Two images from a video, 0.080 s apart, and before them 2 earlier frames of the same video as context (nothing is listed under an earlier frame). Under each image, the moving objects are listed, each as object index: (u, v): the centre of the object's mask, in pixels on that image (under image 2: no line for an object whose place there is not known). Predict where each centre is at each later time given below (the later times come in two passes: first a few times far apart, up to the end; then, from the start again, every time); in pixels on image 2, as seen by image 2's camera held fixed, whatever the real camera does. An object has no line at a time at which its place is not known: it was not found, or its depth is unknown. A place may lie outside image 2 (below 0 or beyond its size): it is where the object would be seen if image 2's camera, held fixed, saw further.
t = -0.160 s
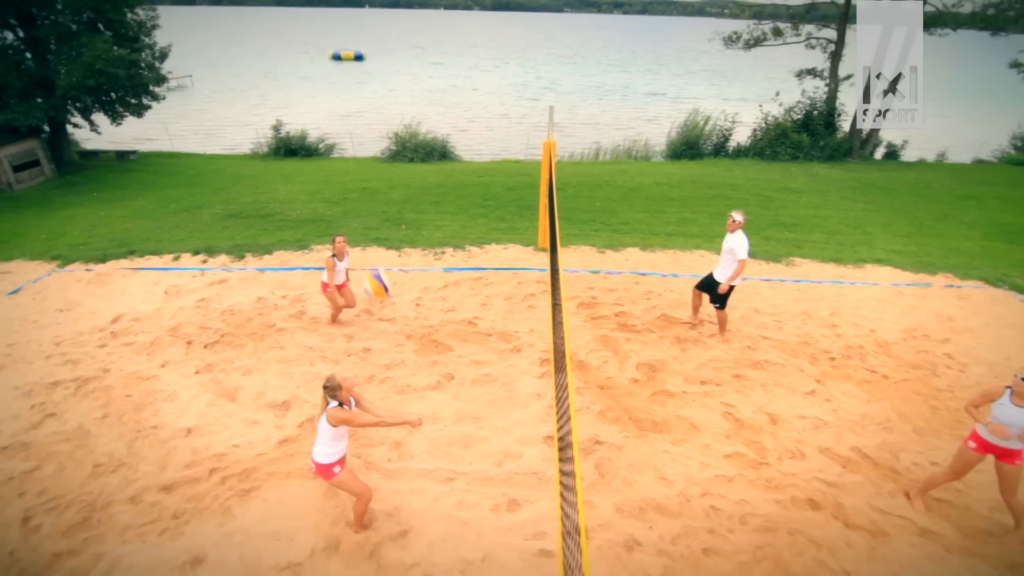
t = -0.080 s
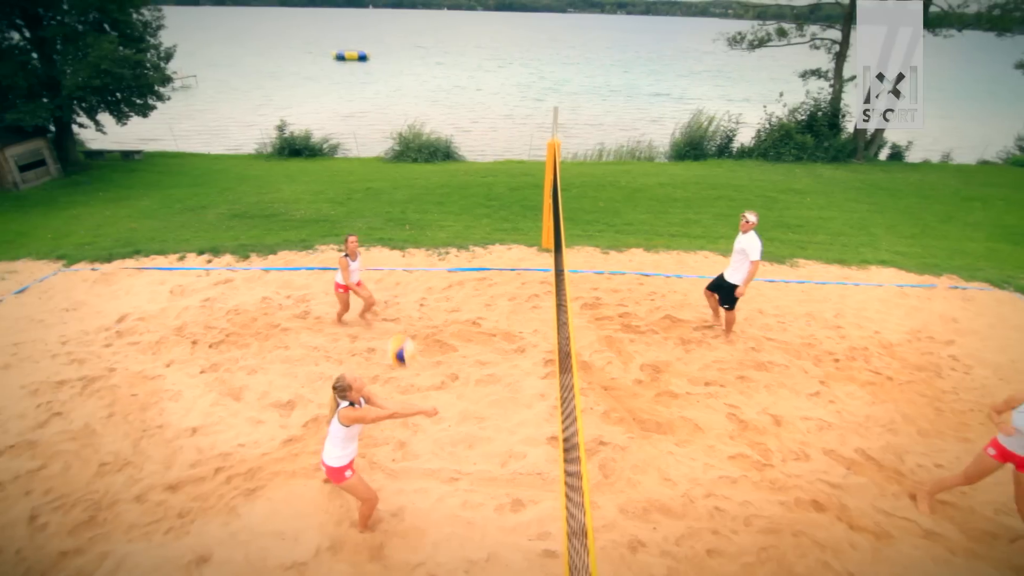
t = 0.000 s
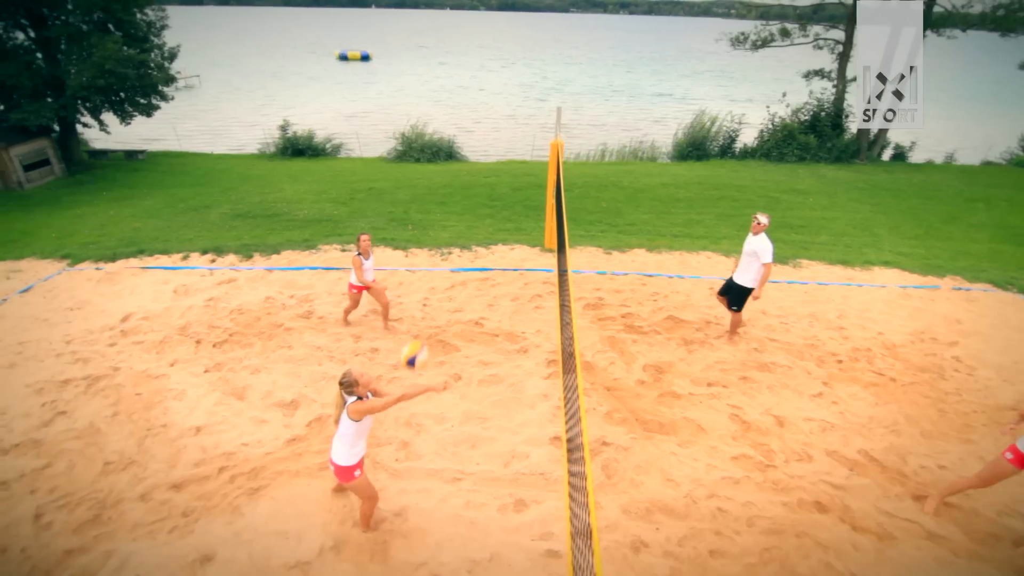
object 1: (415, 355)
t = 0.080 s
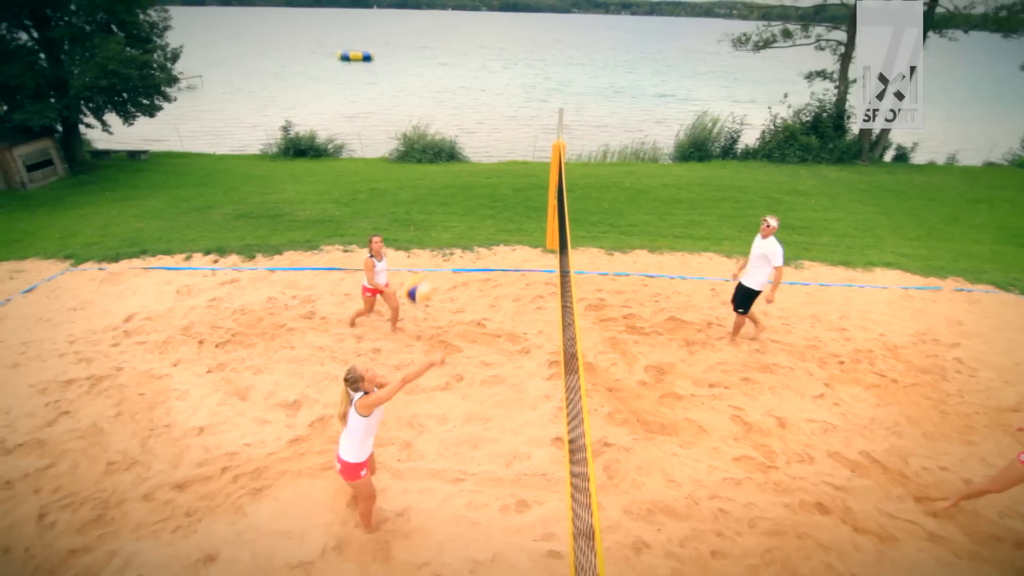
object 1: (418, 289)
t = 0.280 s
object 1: (419, 146)
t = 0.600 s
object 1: (425, 12)
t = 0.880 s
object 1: (432, 23)
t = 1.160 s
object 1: (439, 121)
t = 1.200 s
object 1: (440, 141)
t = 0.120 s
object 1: (418, 257)
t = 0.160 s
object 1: (418, 228)
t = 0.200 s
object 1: (418, 199)
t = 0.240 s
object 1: (419, 171)
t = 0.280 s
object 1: (419, 146)
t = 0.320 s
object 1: (420, 122)
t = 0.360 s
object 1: (420, 98)
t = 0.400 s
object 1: (421, 78)
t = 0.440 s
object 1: (421, 60)
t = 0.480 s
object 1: (422, 44)
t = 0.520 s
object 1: (423, 31)
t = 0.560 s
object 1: (424, 20)
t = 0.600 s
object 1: (425, 12)
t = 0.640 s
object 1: (426, 7)
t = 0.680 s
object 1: (427, 5)
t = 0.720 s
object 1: (428, 5)
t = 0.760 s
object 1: (429, 6)
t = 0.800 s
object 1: (430, 8)
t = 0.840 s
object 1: (432, 13)
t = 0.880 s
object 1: (432, 23)
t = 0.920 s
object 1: (433, 32)
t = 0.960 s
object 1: (434, 44)
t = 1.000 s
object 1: (436, 56)
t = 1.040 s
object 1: (437, 71)
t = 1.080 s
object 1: (438, 86)
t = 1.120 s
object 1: (440, 103)
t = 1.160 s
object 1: (439, 121)
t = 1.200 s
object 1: (440, 141)
